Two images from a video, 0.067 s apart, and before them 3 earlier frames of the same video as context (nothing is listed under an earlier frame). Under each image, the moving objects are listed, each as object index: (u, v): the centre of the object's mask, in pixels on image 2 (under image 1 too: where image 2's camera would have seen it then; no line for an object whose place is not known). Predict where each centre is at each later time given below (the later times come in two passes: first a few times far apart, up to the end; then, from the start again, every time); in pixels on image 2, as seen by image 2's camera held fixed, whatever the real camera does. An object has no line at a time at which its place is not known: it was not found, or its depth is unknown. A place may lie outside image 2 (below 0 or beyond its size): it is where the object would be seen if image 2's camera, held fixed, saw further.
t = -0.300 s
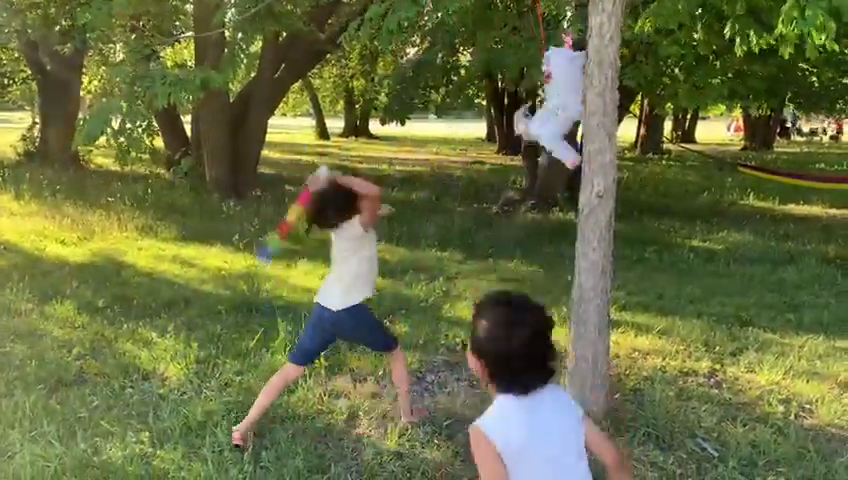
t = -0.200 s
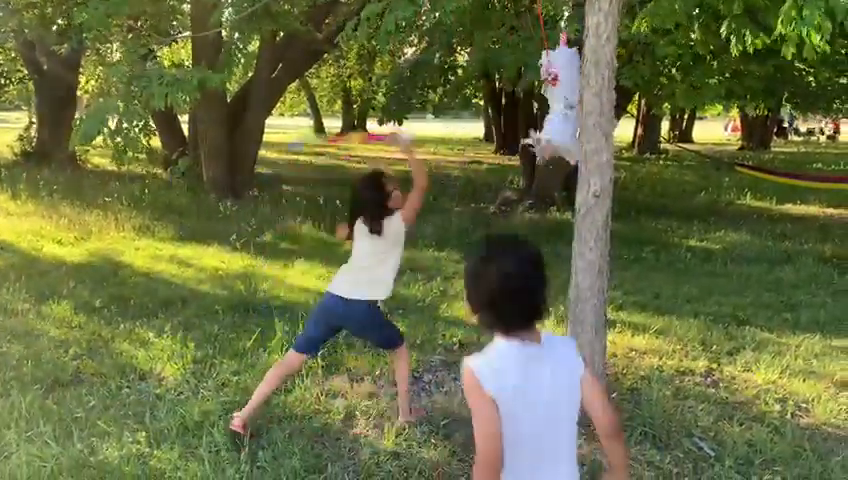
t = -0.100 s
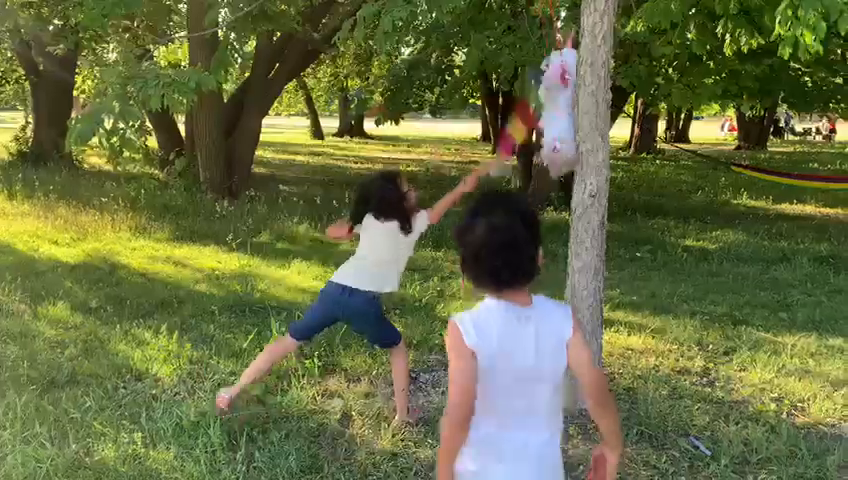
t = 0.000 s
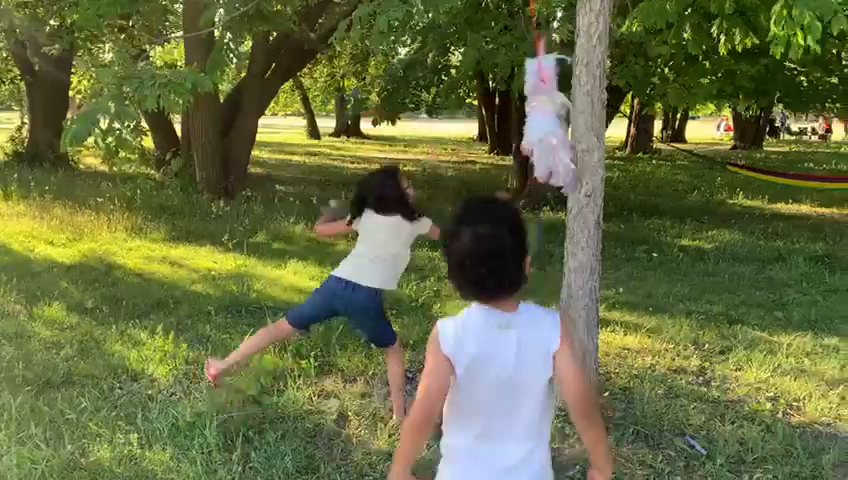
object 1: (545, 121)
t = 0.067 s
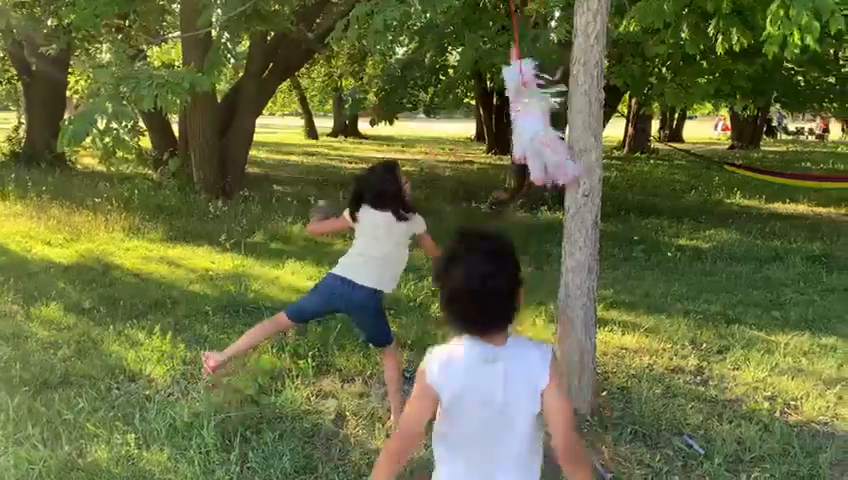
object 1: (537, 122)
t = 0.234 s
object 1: (516, 132)
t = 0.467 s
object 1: (467, 139)
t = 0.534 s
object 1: (454, 139)
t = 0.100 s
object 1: (532, 125)
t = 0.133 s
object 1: (528, 126)
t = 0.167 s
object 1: (524, 128)
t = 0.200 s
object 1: (520, 132)
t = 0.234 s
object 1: (516, 132)
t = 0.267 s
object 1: (511, 132)
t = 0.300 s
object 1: (503, 131)
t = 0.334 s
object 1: (496, 130)
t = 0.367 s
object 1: (489, 131)
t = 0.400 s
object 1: (482, 135)
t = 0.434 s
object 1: (474, 138)
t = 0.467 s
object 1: (467, 139)
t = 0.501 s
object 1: (460, 139)
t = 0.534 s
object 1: (454, 139)
